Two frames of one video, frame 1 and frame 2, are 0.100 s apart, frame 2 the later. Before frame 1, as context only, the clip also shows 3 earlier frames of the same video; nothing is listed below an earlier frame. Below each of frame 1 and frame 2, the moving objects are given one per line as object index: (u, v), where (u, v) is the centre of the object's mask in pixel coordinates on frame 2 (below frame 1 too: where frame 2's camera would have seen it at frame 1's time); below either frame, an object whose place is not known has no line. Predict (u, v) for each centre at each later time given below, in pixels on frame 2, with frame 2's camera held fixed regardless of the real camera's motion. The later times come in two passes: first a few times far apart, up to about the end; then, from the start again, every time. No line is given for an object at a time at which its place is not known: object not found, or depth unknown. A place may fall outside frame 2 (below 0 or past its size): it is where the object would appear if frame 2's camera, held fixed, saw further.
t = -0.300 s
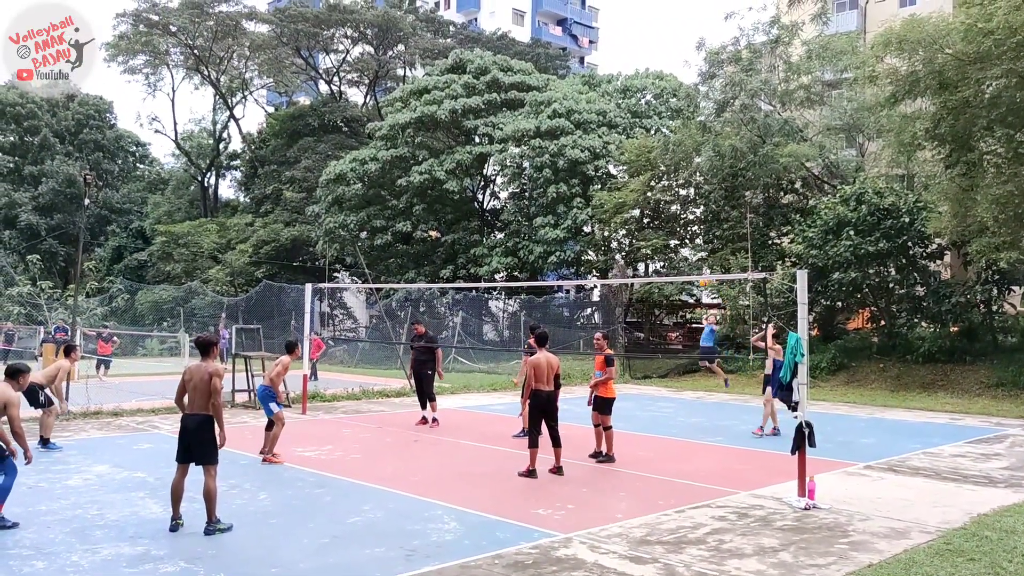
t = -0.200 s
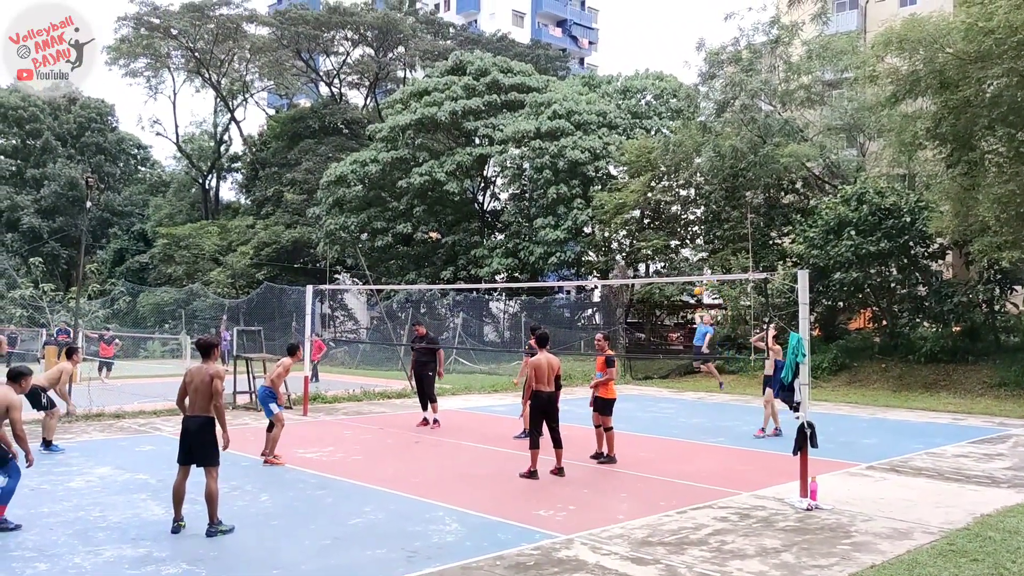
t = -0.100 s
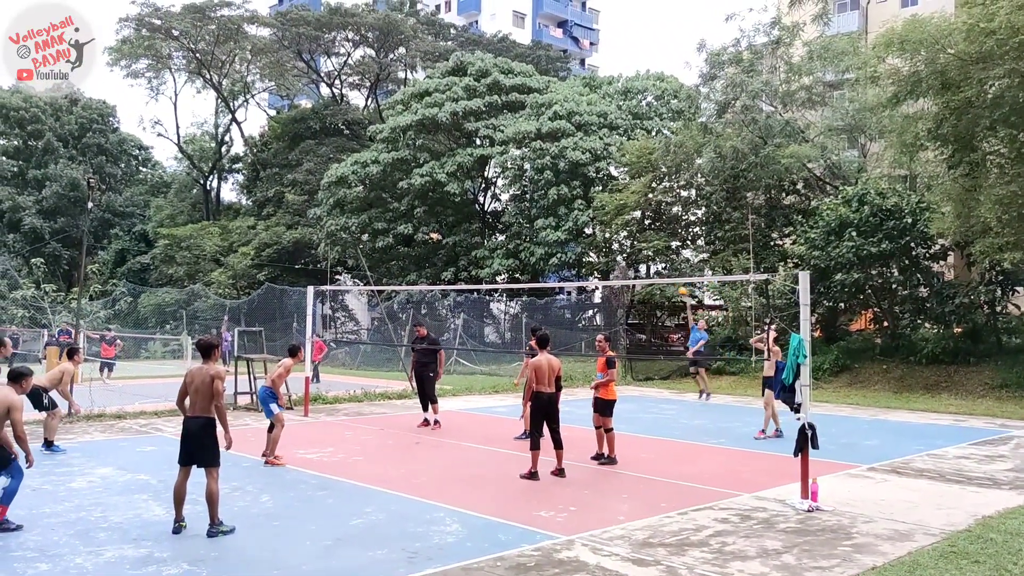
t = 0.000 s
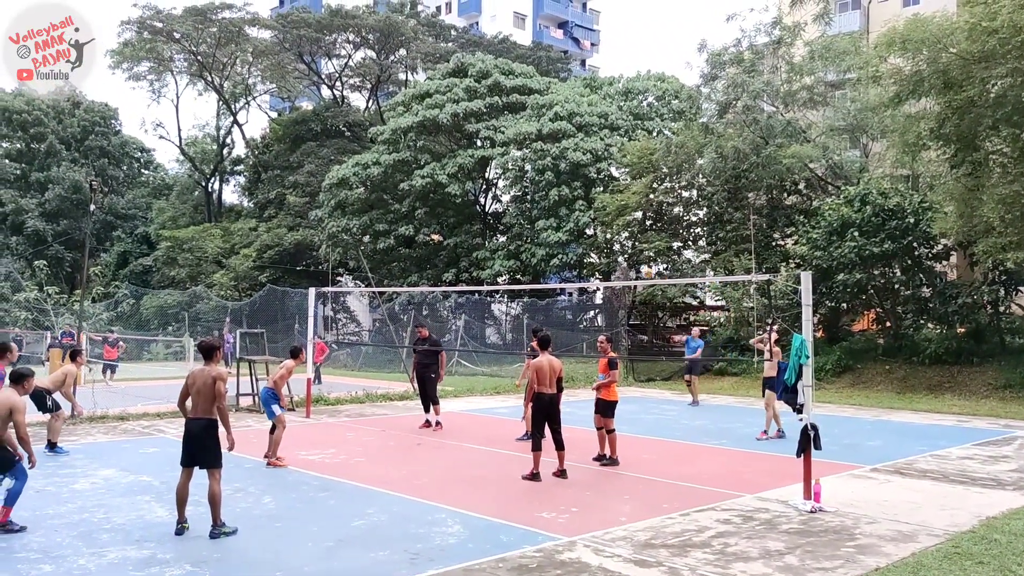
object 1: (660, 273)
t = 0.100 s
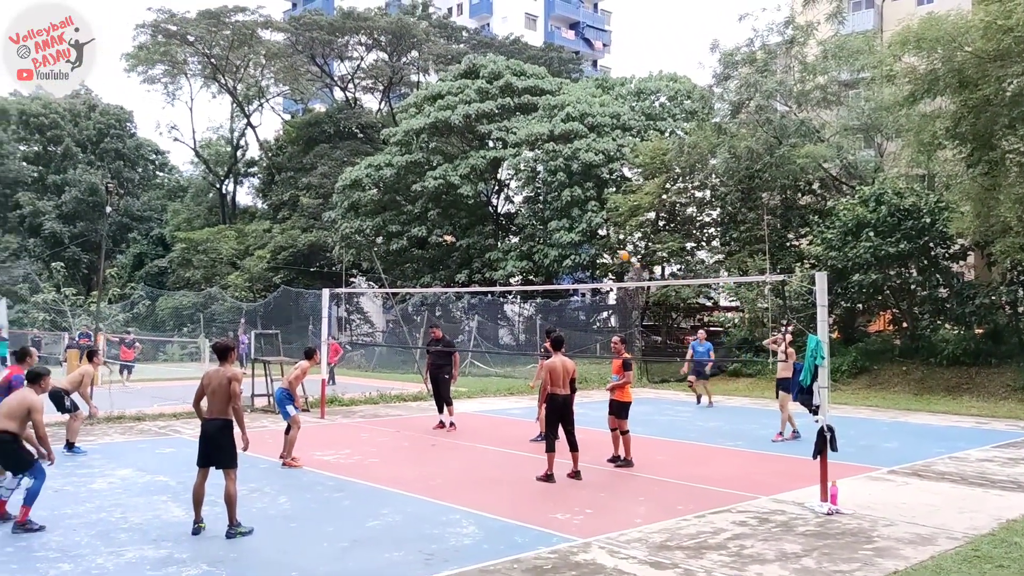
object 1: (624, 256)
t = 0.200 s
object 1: (584, 241)
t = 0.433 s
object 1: (477, 225)
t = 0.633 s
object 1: (373, 235)
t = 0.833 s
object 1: (244, 269)
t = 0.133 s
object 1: (611, 251)
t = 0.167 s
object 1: (597, 245)
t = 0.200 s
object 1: (584, 241)
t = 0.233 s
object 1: (570, 238)
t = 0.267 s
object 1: (556, 234)
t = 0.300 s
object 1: (540, 231)
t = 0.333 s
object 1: (525, 229)
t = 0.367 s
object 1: (509, 227)
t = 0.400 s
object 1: (493, 226)
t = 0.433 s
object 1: (477, 225)
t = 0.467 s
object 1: (460, 225)
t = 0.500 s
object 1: (444, 226)
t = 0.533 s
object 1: (427, 227)
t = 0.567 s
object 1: (409, 229)
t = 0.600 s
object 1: (391, 232)
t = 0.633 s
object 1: (373, 235)
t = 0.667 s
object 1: (353, 238)
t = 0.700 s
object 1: (333, 243)
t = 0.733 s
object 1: (312, 248)
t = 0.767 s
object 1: (290, 254)
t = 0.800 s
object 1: (267, 261)
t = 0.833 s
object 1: (244, 269)
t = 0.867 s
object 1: (220, 277)
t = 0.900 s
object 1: (194, 286)
